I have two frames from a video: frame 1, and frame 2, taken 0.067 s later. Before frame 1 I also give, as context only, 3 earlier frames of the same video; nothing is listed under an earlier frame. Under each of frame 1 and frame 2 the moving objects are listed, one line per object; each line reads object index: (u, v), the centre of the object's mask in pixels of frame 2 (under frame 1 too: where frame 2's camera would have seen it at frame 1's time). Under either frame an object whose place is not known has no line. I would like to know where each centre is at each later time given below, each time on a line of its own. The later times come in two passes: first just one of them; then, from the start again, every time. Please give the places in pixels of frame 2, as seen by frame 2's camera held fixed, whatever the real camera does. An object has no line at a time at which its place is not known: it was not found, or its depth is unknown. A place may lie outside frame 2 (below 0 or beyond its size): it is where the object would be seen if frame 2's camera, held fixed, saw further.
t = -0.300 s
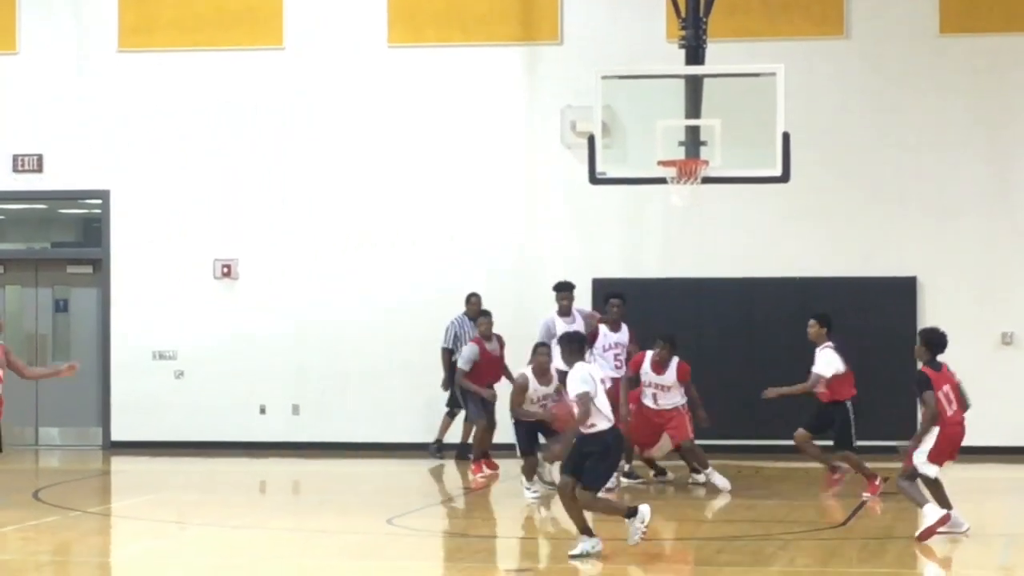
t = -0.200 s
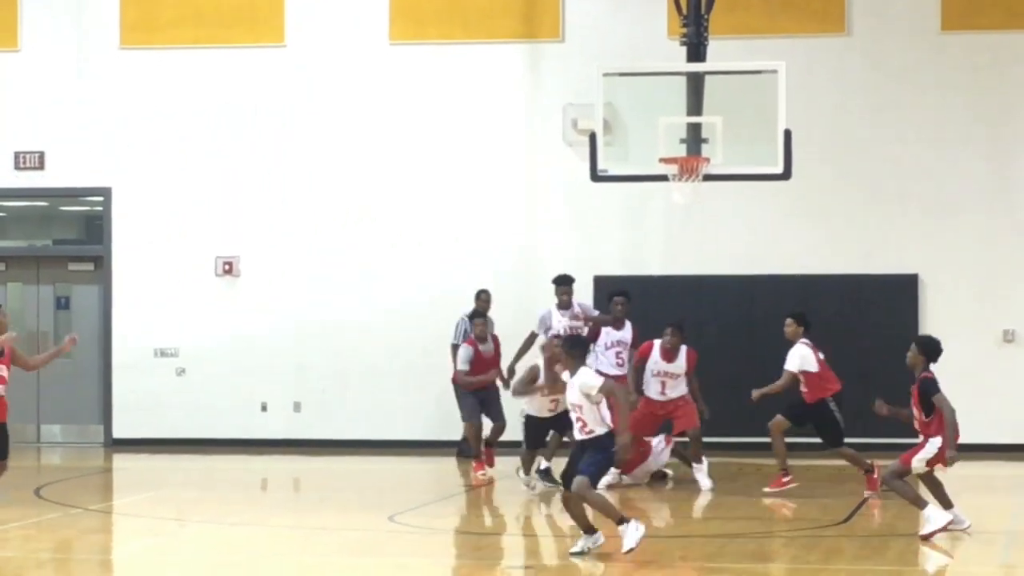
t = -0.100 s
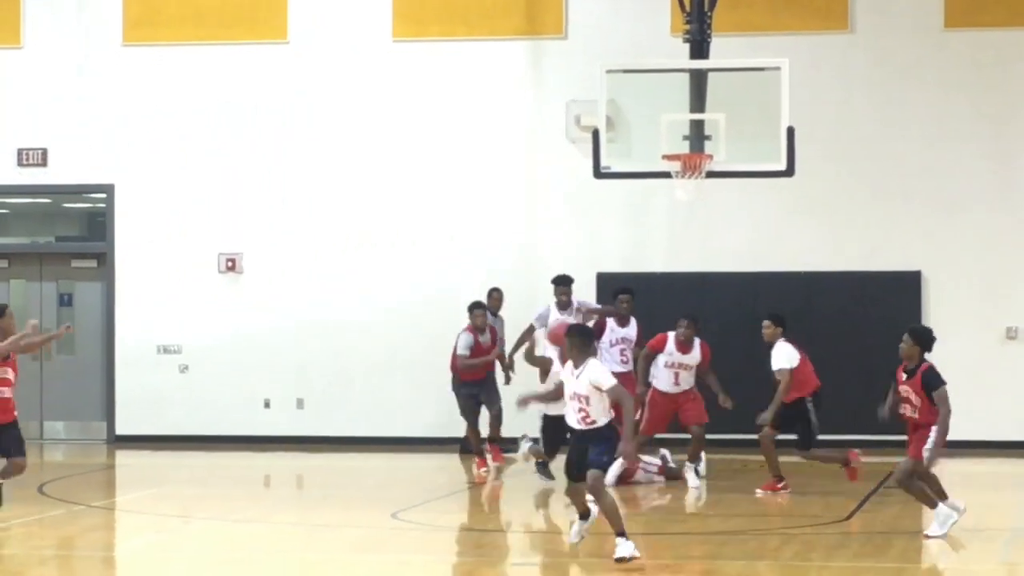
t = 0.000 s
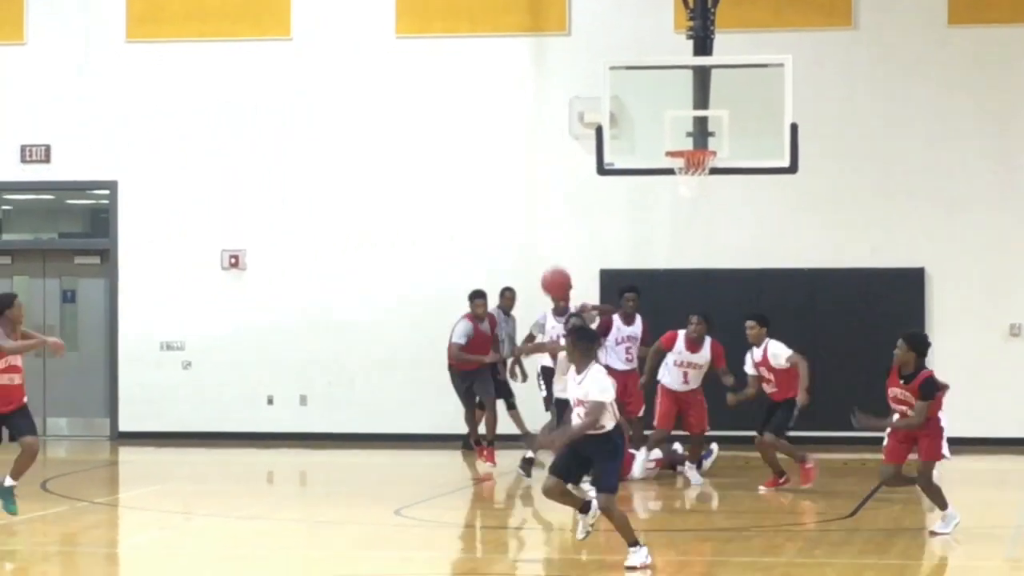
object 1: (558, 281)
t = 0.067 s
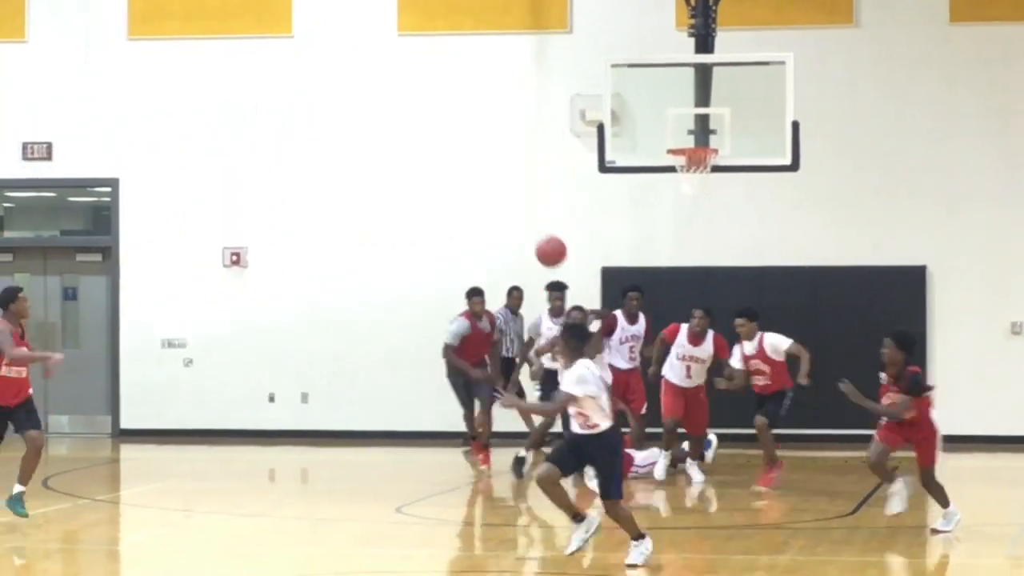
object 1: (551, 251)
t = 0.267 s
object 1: (528, 188)
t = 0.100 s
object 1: (547, 238)
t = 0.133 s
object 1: (543, 226)
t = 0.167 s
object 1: (540, 215)
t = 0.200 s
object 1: (536, 205)
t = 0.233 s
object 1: (532, 196)
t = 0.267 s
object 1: (528, 188)
